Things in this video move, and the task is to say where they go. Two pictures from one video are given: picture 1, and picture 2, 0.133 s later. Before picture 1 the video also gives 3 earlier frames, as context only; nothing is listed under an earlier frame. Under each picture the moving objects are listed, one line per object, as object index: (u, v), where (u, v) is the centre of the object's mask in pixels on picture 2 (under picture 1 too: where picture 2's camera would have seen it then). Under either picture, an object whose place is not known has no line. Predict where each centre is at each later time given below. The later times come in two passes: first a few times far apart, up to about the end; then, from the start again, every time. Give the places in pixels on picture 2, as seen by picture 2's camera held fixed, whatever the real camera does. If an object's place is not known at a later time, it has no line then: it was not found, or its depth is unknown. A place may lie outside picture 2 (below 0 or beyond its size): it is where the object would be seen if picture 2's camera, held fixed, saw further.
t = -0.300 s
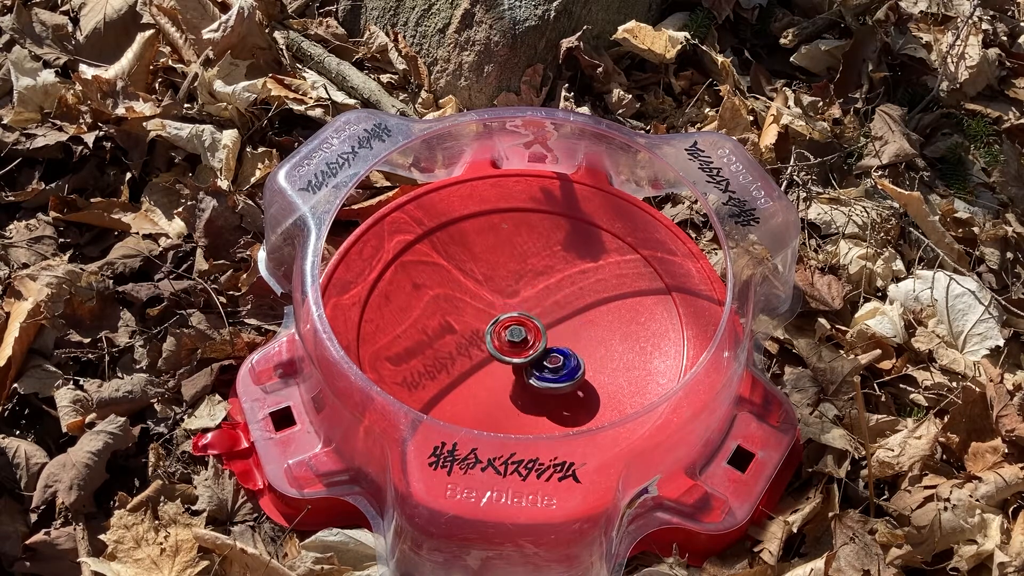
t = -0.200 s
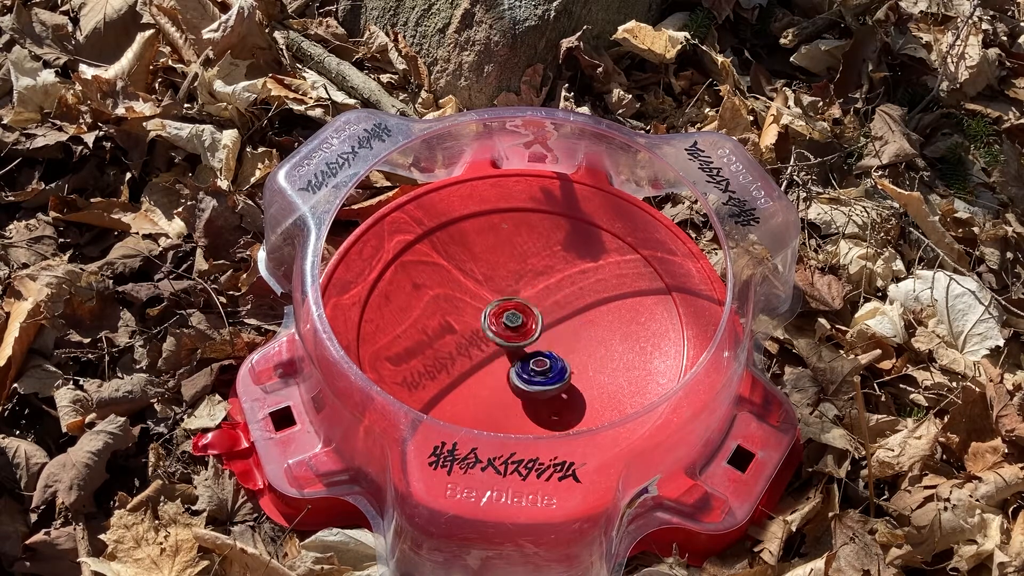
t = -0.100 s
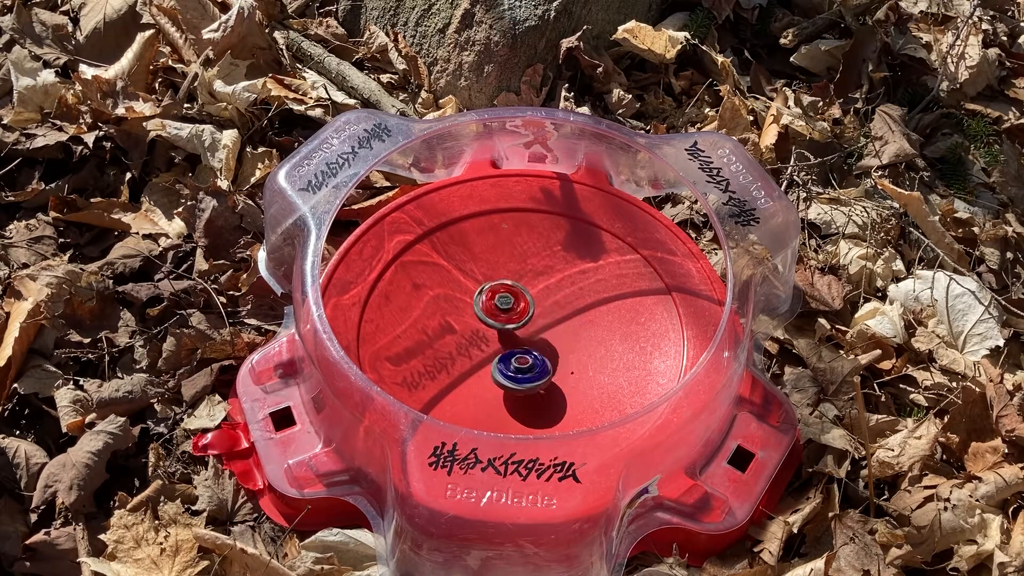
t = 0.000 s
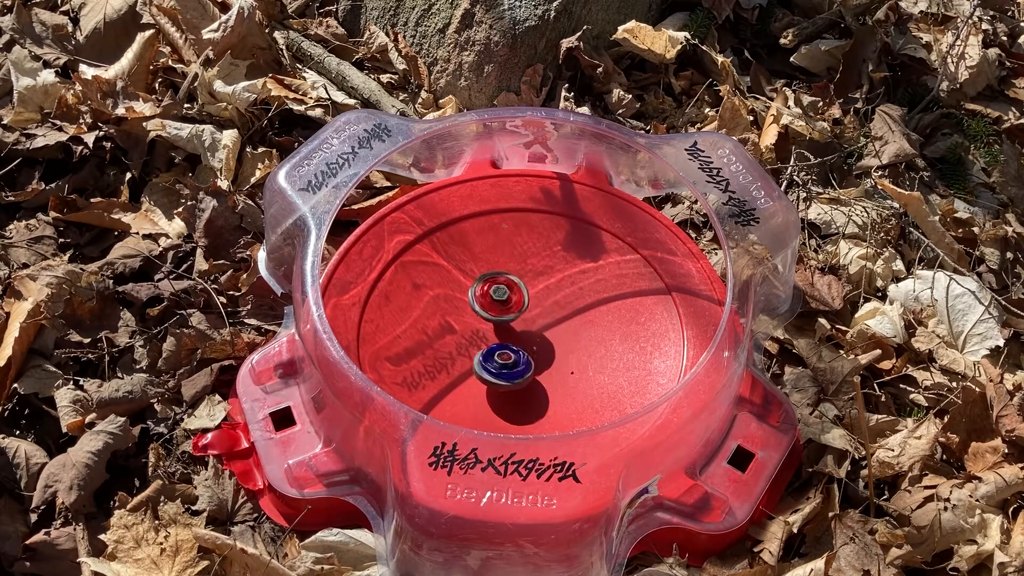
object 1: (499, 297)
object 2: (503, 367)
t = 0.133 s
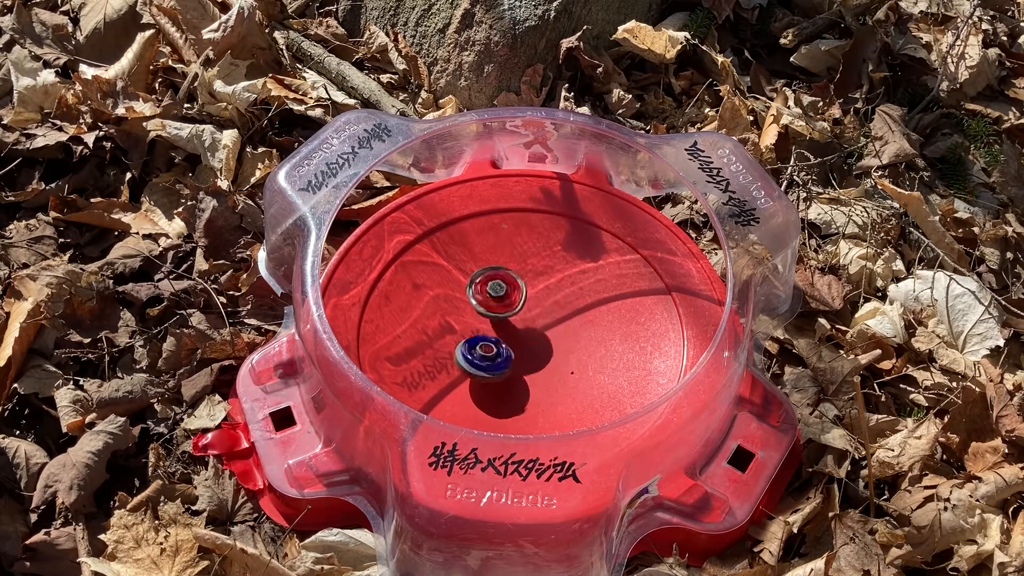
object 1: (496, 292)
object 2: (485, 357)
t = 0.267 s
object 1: (494, 294)
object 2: (473, 349)
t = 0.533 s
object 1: (515, 314)
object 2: (468, 334)
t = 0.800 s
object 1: (546, 342)
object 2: (487, 318)
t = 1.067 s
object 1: (564, 361)
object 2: (507, 311)
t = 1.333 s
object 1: (550, 360)
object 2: (507, 313)
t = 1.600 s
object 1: (519, 354)
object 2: (522, 311)
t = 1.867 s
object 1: (499, 381)
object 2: (548, 315)
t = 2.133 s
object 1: (504, 359)
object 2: (550, 315)
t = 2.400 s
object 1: (512, 323)
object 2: (555, 313)
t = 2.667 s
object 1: (476, 318)
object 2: (546, 319)
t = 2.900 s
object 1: (476, 325)
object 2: (547, 328)
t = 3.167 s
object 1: (512, 332)
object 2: (559, 350)
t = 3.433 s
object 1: (500, 327)
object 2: (597, 384)
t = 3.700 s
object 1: (523, 348)
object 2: (580, 390)
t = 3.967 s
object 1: (549, 335)
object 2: (507, 390)
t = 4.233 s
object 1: (550, 305)
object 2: (480, 385)
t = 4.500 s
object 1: (526, 294)
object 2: (480, 382)
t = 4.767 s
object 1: (506, 323)
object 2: (477, 376)
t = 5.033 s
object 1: (527, 342)
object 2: (468, 357)
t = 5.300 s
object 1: (556, 343)
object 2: (458, 330)
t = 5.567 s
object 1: (559, 329)
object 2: (460, 330)
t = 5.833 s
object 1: (529, 320)
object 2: (464, 328)
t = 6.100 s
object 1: (513, 329)
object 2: (468, 317)
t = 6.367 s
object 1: (528, 342)
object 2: (506, 292)
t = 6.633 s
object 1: (542, 333)
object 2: (513, 286)
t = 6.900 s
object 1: (529, 321)
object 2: (509, 284)
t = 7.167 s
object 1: (511, 324)
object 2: (541, 289)
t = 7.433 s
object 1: (505, 333)
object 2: (551, 295)
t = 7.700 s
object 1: (520, 343)
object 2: (554, 302)
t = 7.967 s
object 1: (525, 345)
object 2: (569, 327)
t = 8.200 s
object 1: (505, 347)
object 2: (584, 367)
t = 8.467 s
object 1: (495, 338)
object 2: (583, 360)
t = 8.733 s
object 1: (511, 325)
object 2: (581, 356)
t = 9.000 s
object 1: (535, 318)
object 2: (537, 384)
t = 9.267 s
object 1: (548, 321)
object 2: (524, 391)
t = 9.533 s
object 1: (540, 329)
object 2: (526, 389)
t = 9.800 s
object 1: (522, 331)
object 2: (500, 373)
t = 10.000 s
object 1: (508, 321)
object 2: (478, 359)
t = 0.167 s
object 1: (495, 293)
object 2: (481, 355)
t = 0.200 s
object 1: (495, 293)
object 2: (478, 354)
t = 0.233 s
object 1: (494, 294)
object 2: (475, 351)
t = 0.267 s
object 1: (494, 294)
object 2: (473, 349)
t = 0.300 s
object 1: (495, 295)
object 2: (471, 347)
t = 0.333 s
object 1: (497, 296)
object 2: (471, 345)
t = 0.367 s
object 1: (499, 298)
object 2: (470, 343)
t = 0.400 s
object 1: (501, 301)
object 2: (469, 342)
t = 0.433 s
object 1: (504, 304)
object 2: (469, 340)
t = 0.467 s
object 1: (508, 307)
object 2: (469, 338)
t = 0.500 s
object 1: (512, 310)
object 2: (468, 336)
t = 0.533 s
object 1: (515, 314)
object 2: (468, 334)
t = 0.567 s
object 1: (519, 317)
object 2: (469, 332)
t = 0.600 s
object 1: (523, 321)
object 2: (470, 330)
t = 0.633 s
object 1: (527, 325)
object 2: (472, 328)
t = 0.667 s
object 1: (531, 329)
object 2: (474, 326)
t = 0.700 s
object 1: (535, 332)
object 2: (477, 325)
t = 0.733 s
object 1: (539, 336)
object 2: (480, 323)
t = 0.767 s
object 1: (543, 339)
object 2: (483, 321)
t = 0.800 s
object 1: (546, 342)
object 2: (487, 318)
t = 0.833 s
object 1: (549, 345)
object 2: (490, 316)
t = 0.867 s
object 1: (552, 348)
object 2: (494, 315)
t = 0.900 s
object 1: (555, 351)
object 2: (497, 313)
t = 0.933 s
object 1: (557, 353)
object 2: (501, 312)
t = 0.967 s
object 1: (559, 355)
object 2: (504, 311)
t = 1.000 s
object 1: (561, 358)
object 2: (507, 311)
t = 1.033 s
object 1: (563, 359)
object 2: (508, 311)
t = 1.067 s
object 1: (564, 361)
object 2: (507, 311)
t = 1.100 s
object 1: (564, 362)
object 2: (507, 312)
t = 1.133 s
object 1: (565, 363)
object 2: (507, 312)
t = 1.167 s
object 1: (564, 364)
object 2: (506, 312)
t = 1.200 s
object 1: (562, 364)
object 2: (506, 312)
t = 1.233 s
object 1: (560, 363)
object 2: (506, 312)
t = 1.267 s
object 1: (557, 362)
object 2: (506, 313)
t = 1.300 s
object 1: (554, 361)
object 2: (506, 313)
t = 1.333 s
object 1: (550, 360)
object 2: (507, 313)
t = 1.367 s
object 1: (547, 358)
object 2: (508, 314)
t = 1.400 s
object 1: (543, 356)
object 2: (508, 314)
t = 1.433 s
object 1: (540, 354)
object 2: (509, 314)
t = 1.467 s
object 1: (535, 352)
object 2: (509, 313)
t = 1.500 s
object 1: (532, 349)
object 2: (509, 313)
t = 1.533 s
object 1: (529, 347)
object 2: (511, 311)
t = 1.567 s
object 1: (524, 346)
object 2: (516, 309)
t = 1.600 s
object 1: (519, 354)
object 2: (522, 311)
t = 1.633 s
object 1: (512, 364)
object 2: (527, 313)
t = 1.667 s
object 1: (508, 370)
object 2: (532, 313)
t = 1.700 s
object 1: (505, 373)
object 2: (535, 313)
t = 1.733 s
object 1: (504, 375)
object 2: (538, 314)
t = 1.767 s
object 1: (502, 378)
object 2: (541, 314)
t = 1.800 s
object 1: (501, 379)
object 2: (544, 314)
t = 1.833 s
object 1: (499, 381)
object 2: (546, 314)
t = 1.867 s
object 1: (499, 381)
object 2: (548, 315)
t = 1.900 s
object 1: (499, 380)
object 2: (549, 315)
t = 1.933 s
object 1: (500, 378)
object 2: (550, 316)
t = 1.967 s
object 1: (500, 376)
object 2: (550, 315)
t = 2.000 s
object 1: (501, 373)
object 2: (550, 315)
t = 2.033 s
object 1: (502, 370)
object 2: (550, 315)
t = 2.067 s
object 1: (502, 366)
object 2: (550, 315)
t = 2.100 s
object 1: (503, 362)
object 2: (550, 315)
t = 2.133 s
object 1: (504, 359)
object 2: (550, 315)
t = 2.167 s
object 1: (505, 354)
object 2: (549, 315)
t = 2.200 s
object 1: (506, 350)
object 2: (550, 315)
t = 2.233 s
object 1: (507, 346)
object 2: (550, 314)
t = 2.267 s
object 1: (509, 341)
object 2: (551, 314)
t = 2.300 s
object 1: (511, 336)
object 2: (553, 313)
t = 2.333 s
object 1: (513, 331)
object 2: (554, 313)
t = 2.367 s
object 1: (514, 326)
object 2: (556, 313)
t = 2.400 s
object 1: (512, 323)
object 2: (555, 313)
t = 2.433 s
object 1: (506, 323)
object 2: (553, 313)
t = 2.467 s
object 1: (500, 322)
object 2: (551, 315)
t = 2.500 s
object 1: (496, 321)
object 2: (549, 317)
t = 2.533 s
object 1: (491, 320)
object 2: (547, 317)
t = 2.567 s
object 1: (487, 319)
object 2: (546, 318)
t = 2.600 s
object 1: (483, 319)
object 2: (546, 318)
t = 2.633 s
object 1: (480, 318)
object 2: (546, 319)
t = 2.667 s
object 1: (476, 318)
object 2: (546, 319)
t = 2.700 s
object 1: (474, 317)
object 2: (546, 320)
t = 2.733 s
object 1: (471, 318)
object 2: (546, 321)
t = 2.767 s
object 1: (470, 319)
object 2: (546, 322)
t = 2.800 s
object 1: (470, 320)
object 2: (546, 323)
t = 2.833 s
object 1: (471, 321)
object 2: (547, 324)
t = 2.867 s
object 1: (473, 323)
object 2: (547, 326)
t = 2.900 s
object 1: (476, 325)
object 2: (547, 328)
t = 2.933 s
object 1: (479, 326)
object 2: (548, 329)
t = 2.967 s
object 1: (483, 327)
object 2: (548, 331)
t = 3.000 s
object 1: (488, 328)
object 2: (549, 333)
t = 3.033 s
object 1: (492, 329)
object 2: (551, 336)
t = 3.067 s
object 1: (496, 329)
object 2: (552, 339)
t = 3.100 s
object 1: (502, 330)
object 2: (554, 343)
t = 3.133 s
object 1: (507, 331)
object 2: (556, 345)
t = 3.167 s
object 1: (512, 332)
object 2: (559, 350)
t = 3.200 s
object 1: (512, 330)
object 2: (561, 354)
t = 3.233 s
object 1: (503, 324)
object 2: (574, 361)
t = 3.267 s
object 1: (496, 319)
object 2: (584, 368)
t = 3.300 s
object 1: (494, 317)
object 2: (593, 374)
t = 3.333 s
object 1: (496, 318)
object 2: (597, 377)
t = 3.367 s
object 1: (497, 321)
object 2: (598, 380)
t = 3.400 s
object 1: (498, 324)
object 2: (597, 383)
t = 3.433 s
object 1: (500, 327)
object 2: (597, 384)
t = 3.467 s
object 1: (502, 330)
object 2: (596, 385)
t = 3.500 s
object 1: (504, 333)
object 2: (595, 386)
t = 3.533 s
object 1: (507, 336)
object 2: (593, 386)
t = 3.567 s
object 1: (510, 339)
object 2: (592, 387)
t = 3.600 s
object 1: (513, 342)
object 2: (590, 387)
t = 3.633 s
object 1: (516, 344)
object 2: (587, 388)
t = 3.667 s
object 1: (520, 346)
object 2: (584, 389)
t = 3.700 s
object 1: (523, 348)
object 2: (580, 390)
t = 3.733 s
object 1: (526, 350)
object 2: (575, 390)
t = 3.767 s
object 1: (530, 352)
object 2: (569, 391)
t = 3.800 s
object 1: (533, 350)
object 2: (560, 392)
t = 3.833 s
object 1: (537, 348)
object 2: (548, 394)
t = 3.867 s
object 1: (543, 345)
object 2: (535, 393)
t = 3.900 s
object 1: (546, 343)
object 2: (523, 393)
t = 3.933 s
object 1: (548, 339)
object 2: (513, 391)
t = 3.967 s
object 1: (549, 335)
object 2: (507, 390)
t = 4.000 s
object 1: (551, 331)
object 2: (503, 389)
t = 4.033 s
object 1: (551, 327)
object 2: (499, 389)
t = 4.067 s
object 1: (552, 323)
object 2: (495, 389)
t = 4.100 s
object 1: (552, 319)
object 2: (491, 388)
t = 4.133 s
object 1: (552, 315)
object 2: (488, 387)
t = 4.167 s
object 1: (552, 312)
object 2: (484, 386)
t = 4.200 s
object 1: (551, 308)
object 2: (481, 385)
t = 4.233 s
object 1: (550, 305)
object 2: (480, 385)
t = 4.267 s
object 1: (549, 301)
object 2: (479, 384)
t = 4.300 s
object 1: (547, 298)
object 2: (479, 384)
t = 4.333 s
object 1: (544, 295)
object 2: (479, 383)
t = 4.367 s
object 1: (541, 293)
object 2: (480, 383)
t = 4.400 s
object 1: (537, 292)
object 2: (480, 383)
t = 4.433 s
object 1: (533, 292)
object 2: (480, 383)
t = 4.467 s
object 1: (529, 293)
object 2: (480, 383)
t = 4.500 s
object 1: (526, 294)
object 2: (480, 382)
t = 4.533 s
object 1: (522, 297)
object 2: (480, 382)
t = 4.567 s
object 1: (519, 300)
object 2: (479, 381)
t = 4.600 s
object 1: (515, 304)
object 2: (479, 380)
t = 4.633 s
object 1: (513, 308)
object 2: (479, 380)
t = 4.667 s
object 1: (510, 312)
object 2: (479, 379)
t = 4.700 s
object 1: (509, 315)
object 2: (478, 378)
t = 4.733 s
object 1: (507, 319)
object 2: (479, 378)
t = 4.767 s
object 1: (506, 323)
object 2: (477, 376)
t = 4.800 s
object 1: (504, 327)
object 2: (477, 375)
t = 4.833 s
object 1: (503, 331)
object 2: (476, 373)
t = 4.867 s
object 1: (505, 333)
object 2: (475, 372)
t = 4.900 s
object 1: (511, 336)
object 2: (473, 369)
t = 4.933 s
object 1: (515, 338)
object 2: (472, 366)
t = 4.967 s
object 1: (519, 340)
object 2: (470, 362)
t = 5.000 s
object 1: (523, 341)
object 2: (469, 360)
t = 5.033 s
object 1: (527, 342)
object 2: (468, 357)
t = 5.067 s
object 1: (531, 342)
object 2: (466, 354)
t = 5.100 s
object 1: (535, 343)
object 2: (465, 351)
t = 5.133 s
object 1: (539, 343)
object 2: (463, 347)
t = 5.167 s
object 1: (543, 344)
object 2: (462, 344)
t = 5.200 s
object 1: (546, 344)
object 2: (461, 340)
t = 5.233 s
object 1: (550, 344)
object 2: (460, 336)
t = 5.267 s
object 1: (553, 343)
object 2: (459, 333)
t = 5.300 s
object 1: (556, 343)
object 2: (458, 330)
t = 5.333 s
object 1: (560, 342)
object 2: (458, 328)
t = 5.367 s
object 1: (562, 341)
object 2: (458, 328)
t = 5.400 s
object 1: (564, 339)
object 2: (458, 328)
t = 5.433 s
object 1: (565, 337)
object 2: (458, 328)
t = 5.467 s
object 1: (565, 335)
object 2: (459, 329)
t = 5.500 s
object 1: (564, 333)
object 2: (460, 329)
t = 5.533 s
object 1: (562, 330)
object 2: (460, 329)
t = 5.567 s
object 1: (559, 329)
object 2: (460, 330)
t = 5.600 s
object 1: (556, 327)
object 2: (460, 330)
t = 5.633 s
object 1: (553, 326)
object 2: (461, 329)
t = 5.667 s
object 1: (549, 325)
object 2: (461, 329)
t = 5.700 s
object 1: (545, 324)
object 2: (462, 329)
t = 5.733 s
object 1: (541, 323)
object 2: (463, 329)
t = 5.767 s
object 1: (537, 322)
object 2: (463, 329)
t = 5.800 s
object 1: (533, 322)
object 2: (464, 329)
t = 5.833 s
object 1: (529, 320)
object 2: (464, 328)
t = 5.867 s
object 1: (524, 320)
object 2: (465, 327)
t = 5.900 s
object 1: (520, 320)
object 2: (465, 326)
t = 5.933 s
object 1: (517, 319)
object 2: (465, 326)
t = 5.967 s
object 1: (513, 319)
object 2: (464, 325)
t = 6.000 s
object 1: (510, 320)
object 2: (464, 325)
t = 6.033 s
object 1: (512, 323)
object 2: (464, 322)
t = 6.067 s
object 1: (513, 327)
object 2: (465, 319)
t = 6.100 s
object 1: (513, 329)
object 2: (468, 317)
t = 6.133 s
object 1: (513, 332)
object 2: (471, 314)
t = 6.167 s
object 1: (515, 334)
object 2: (475, 310)
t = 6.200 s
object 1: (516, 336)
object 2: (480, 307)
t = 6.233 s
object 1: (518, 337)
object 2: (485, 304)
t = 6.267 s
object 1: (520, 340)
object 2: (490, 301)
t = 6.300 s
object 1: (523, 341)
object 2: (496, 298)
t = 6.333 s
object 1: (525, 341)
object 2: (501, 295)
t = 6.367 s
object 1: (528, 342)
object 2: (506, 292)
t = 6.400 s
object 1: (530, 341)
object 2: (509, 289)
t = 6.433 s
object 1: (533, 341)
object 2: (511, 287)
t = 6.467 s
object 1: (536, 341)
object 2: (514, 285)
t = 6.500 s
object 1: (538, 340)
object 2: (515, 284)
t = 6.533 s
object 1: (540, 338)
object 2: (516, 284)
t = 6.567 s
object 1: (541, 337)
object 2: (515, 284)
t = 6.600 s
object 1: (542, 335)
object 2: (514, 285)
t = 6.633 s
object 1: (542, 333)
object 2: (513, 286)
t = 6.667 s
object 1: (542, 331)
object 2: (511, 287)
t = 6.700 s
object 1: (542, 329)
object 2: (509, 288)
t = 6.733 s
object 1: (540, 328)
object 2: (509, 287)
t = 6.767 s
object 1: (539, 326)
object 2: (508, 287)
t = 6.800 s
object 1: (537, 324)
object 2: (507, 287)
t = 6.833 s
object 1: (535, 323)
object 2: (507, 286)
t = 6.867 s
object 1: (532, 322)
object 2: (508, 285)
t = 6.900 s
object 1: (529, 321)
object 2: (509, 284)
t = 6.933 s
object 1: (528, 321)
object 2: (512, 283)
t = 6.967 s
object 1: (523, 321)
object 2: (515, 282)
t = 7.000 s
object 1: (520, 321)
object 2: (518, 283)
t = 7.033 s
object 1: (517, 321)
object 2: (523, 283)
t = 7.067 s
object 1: (515, 322)
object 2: (527, 284)
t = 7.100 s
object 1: (513, 322)
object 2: (532, 286)
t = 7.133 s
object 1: (512, 323)
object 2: (537, 287)
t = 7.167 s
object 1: (511, 324)
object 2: (541, 289)
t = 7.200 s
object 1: (509, 325)
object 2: (545, 291)
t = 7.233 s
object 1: (508, 326)
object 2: (549, 293)
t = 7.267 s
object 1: (507, 327)
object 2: (551, 294)
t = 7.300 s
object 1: (506, 328)
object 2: (551, 294)
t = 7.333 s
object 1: (505, 329)
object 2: (551, 295)
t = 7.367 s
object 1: (505, 330)
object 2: (551, 295)
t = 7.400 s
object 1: (505, 331)
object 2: (551, 295)
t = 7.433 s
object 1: (505, 333)
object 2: (551, 295)
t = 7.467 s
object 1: (504, 334)
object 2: (551, 296)
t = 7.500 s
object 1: (505, 336)
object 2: (551, 297)
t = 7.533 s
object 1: (506, 338)
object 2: (551, 297)
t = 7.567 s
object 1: (508, 340)
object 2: (551, 297)
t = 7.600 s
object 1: (511, 341)
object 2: (552, 298)
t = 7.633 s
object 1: (513, 342)
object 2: (552, 300)
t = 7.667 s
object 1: (517, 343)
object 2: (553, 301)
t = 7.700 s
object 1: (520, 343)
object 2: (554, 302)
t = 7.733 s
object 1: (523, 343)
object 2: (555, 303)
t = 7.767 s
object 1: (527, 343)
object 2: (556, 304)
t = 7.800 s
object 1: (529, 342)
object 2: (558, 306)
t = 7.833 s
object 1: (532, 341)
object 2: (560, 307)
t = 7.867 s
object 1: (535, 340)
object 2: (562, 309)
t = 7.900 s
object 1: (534, 340)
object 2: (566, 313)
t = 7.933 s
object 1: (530, 343)
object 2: (568, 321)
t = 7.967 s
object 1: (525, 345)
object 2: (569, 327)
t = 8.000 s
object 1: (522, 346)
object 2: (571, 335)
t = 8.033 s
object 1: (520, 347)
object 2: (573, 341)
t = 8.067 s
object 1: (517, 347)
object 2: (574, 349)
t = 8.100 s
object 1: (514, 348)
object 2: (577, 355)
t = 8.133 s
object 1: (511, 348)
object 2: (580, 360)
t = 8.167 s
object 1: (508, 348)
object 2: (582, 364)
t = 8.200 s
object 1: (505, 347)
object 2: (584, 367)
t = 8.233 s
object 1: (503, 347)
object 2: (585, 370)
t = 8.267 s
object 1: (500, 346)
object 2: (585, 371)
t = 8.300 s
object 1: (498, 346)
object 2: (585, 371)
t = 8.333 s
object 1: (497, 344)
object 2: (585, 371)
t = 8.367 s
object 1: (496, 343)
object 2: (584, 369)
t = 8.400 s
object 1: (495, 342)
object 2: (583, 367)
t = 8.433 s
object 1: (495, 340)
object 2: (583, 364)
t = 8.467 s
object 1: (495, 338)
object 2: (583, 360)
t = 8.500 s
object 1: (496, 337)
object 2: (583, 358)
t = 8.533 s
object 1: (497, 335)
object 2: (584, 356)
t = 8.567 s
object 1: (499, 333)
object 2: (584, 355)
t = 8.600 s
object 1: (501, 332)
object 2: (585, 354)
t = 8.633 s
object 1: (503, 330)
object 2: (585, 354)
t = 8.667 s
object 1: (505, 329)
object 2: (584, 354)
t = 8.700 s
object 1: (508, 327)
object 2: (584, 354)
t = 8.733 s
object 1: (511, 325)
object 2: (581, 356)
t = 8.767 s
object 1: (514, 324)
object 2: (578, 358)
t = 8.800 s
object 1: (516, 323)
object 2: (574, 361)
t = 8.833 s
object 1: (519, 322)
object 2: (568, 365)
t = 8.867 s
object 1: (523, 320)
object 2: (562, 368)
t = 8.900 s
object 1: (526, 320)
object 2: (555, 373)
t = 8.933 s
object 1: (529, 319)
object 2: (549, 377)
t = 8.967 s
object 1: (533, 319)
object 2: (543, 381)
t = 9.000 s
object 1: (535, 318)
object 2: (537, 384)
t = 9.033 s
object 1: (538, 318)
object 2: (533, 386)
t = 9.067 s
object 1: (541, 317)
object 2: (530, 388)
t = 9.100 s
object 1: (544, 318)
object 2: (527, 389)
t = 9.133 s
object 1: (545, 318)
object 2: (526, 390)
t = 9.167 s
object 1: (546, 318)
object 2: (524, 391)
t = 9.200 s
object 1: (547, 318)
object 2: (524, 391)
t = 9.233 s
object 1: (548, 319)
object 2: (524, 391)
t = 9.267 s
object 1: (548, 321)
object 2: (524, 391)
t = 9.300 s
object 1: (548, 322)
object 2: (525, 390)
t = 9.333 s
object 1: (547, 323)
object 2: (525, 391)
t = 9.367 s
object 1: (546, 323)
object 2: (526, 390)
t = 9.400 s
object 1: (545, 324)
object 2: (527, 390)
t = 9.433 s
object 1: (544, 325)
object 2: (527, 390)
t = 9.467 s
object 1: (542, 327)
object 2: (527, 390)
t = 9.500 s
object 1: (541, 328)
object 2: (527, 390)
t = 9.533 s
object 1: (540, 329)
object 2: (526, 389)
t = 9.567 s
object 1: (538, 329)
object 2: (526, 389)
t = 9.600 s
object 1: (537, 330)
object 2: (525, 388)
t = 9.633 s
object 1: (535, 331)
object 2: (523, 387)
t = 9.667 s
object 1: (532, 331)
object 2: (520, 385)
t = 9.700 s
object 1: (529, 332)
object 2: (516, 383)
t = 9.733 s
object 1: (526, 332)
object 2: (512, 379)
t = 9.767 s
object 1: (524, 331)
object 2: (506, 376)
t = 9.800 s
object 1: (522, 331)
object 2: (500, 373)
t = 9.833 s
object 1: (521, 329)
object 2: (495, 370)
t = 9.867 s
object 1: (519, 328)
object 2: (491, 367)
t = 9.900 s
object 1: (516, 326)
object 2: (487, 365)
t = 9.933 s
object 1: (513, 324)
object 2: (484, 362)
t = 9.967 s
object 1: (510, 323)
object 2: (481, 361)
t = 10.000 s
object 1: (508, 321)
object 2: (478, 359)
